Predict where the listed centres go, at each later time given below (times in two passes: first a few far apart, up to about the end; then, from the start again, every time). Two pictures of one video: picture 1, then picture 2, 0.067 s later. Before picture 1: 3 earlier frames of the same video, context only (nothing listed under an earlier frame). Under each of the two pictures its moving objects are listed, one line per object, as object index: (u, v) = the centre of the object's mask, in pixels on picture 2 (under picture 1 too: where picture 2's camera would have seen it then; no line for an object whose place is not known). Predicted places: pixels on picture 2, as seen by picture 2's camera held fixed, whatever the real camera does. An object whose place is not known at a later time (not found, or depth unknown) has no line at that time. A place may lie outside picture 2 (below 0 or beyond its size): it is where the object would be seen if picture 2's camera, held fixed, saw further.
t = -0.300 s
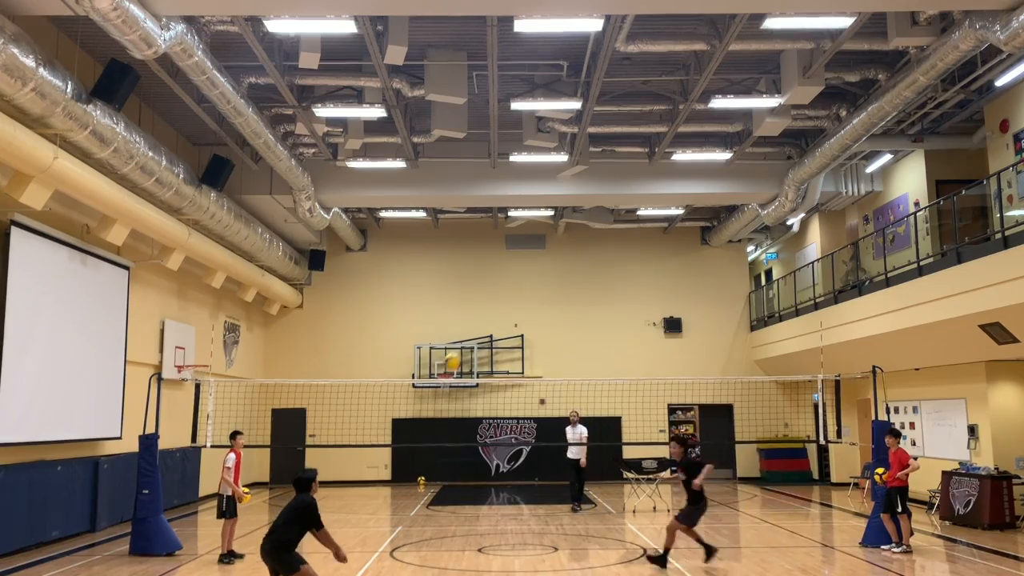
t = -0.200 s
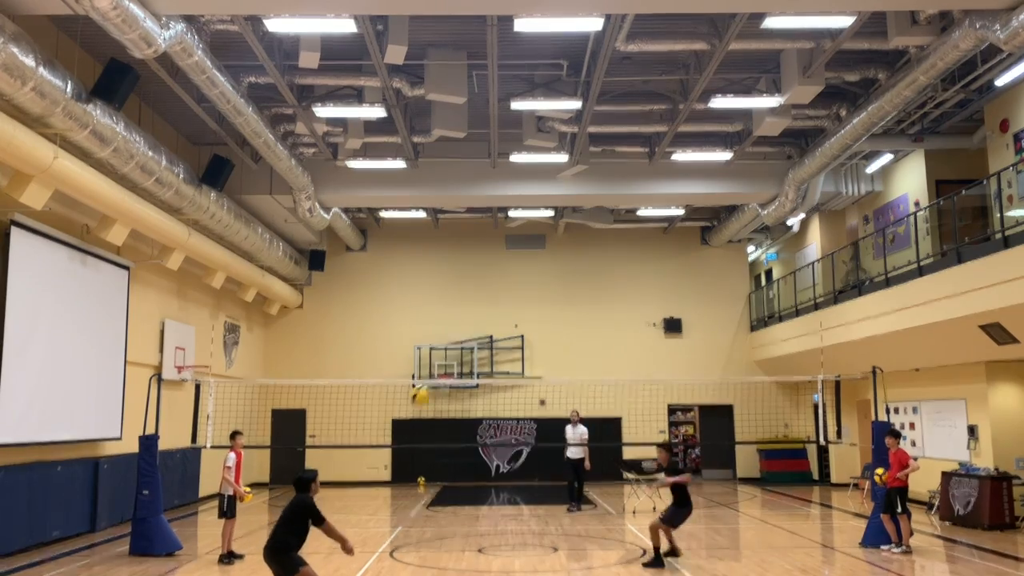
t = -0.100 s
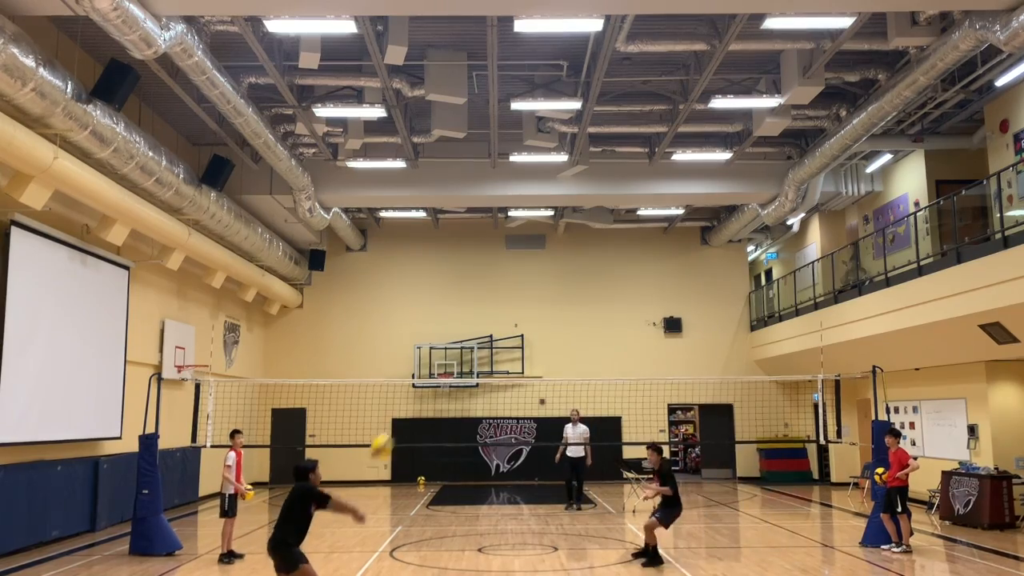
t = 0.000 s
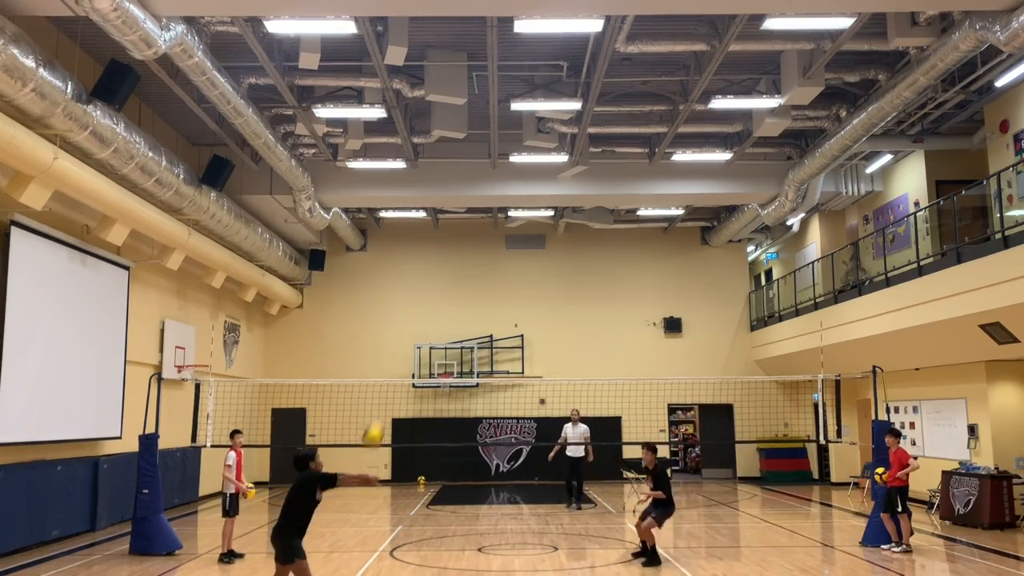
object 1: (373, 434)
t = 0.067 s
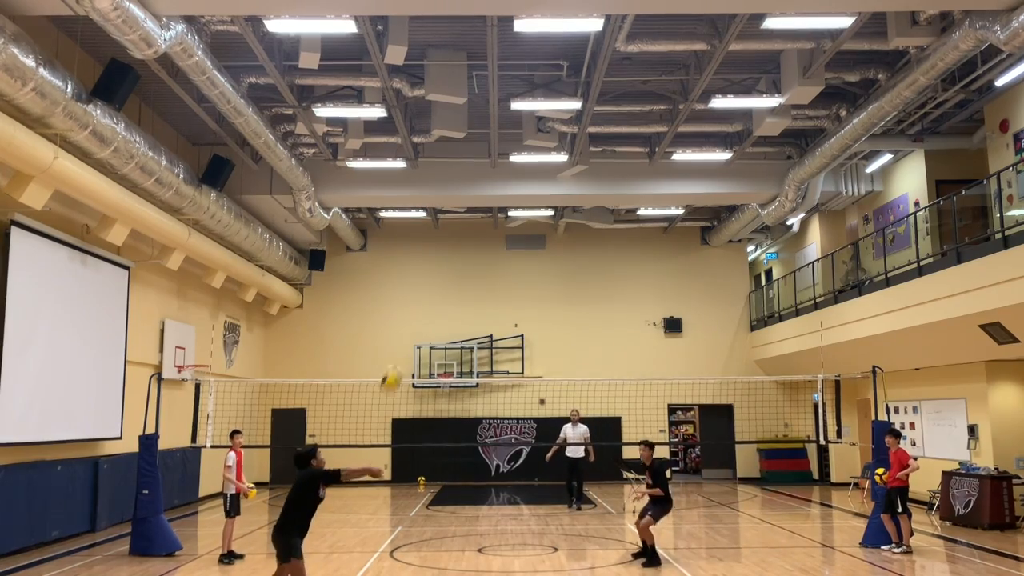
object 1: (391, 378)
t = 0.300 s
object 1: (445, 240)
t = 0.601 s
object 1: (501, 163)
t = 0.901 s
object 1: (550, 166)
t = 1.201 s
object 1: (593, 230)
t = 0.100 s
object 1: (400, 353)
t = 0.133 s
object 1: (408, 330)
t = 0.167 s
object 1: (416, 309)
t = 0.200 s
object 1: (425, 290)
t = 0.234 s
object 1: (431, 272)
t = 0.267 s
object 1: (438, 255)
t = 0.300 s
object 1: (445, 240)
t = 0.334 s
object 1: (451, 228)
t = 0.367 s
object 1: (458, 216)
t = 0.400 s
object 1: (465, 205)
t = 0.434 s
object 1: (471, 196)
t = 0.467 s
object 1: (477, 187)
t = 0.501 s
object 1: (483, 179)
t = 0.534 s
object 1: (489, 172)
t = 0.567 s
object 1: (495, 168)
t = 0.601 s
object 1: (501, 163)
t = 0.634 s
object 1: (506, 161)
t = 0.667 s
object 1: (512, 157)
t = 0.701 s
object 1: (518, 156)
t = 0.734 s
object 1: (524, 155)
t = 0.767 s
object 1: (529, 155)
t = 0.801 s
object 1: (534, 157)
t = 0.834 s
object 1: (540, 159)
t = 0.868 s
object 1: (545, 162)
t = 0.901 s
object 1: (550, 166)
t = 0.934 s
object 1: (555, 170)
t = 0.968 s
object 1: (560, 174)
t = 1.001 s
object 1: (564, 181)
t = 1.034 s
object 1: (569, 187)
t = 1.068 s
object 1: (575, 195)
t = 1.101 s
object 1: (579, 203)
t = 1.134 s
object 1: (583, 210)
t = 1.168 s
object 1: (588, 220)
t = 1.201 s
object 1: (593, 230)
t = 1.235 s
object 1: (598, 241)
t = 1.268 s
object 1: (603, 251)
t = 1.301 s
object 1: (607, 264)
